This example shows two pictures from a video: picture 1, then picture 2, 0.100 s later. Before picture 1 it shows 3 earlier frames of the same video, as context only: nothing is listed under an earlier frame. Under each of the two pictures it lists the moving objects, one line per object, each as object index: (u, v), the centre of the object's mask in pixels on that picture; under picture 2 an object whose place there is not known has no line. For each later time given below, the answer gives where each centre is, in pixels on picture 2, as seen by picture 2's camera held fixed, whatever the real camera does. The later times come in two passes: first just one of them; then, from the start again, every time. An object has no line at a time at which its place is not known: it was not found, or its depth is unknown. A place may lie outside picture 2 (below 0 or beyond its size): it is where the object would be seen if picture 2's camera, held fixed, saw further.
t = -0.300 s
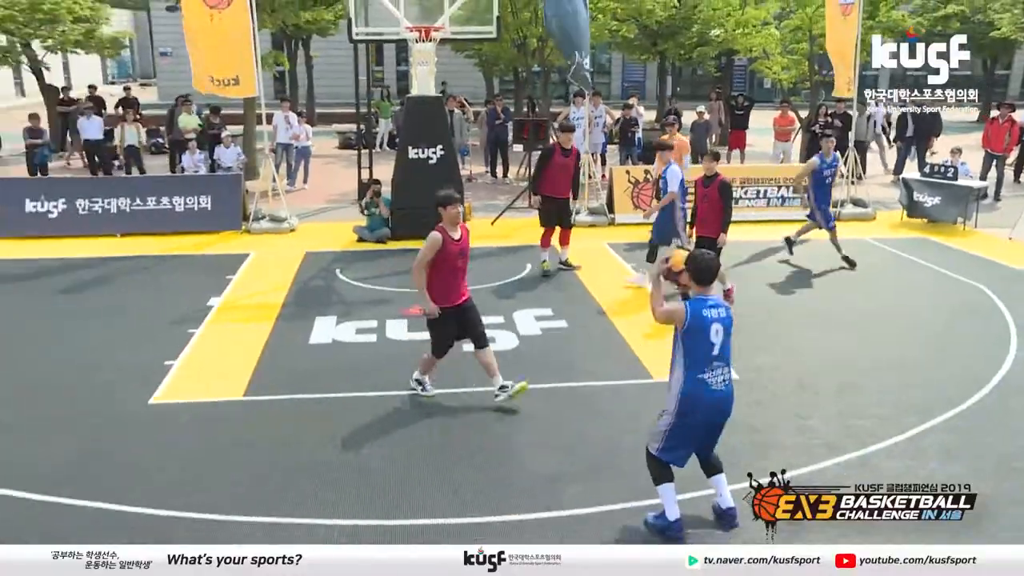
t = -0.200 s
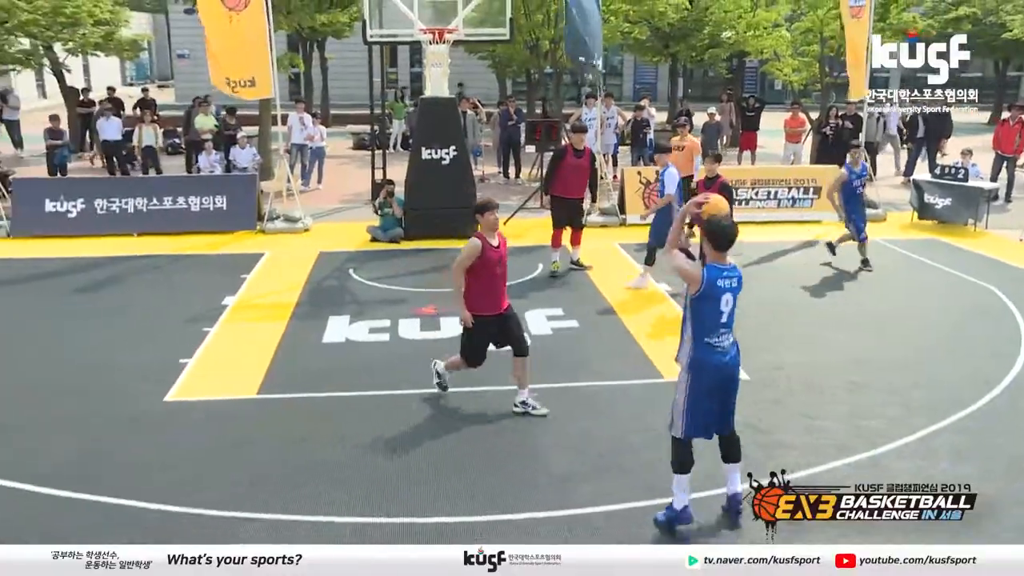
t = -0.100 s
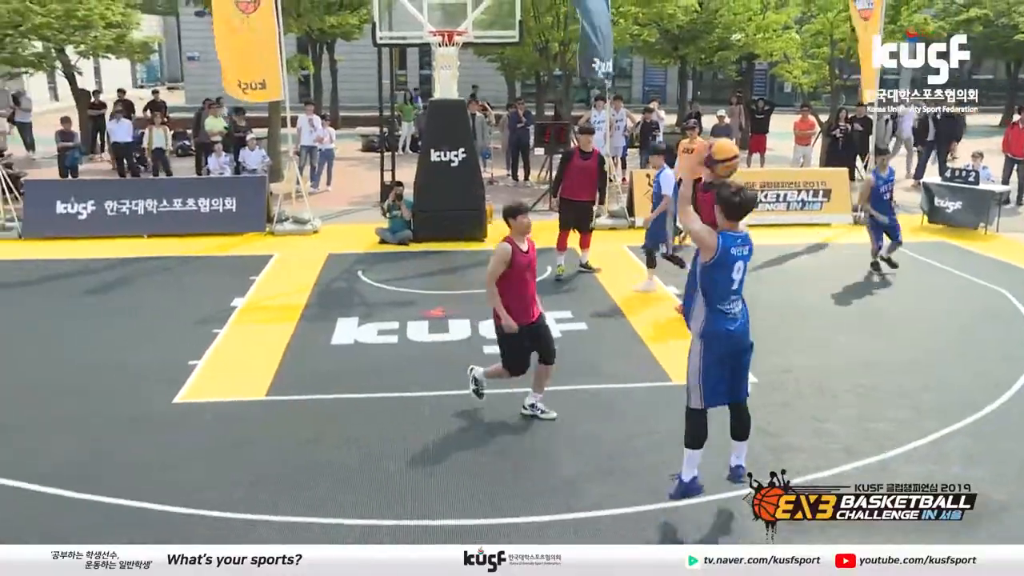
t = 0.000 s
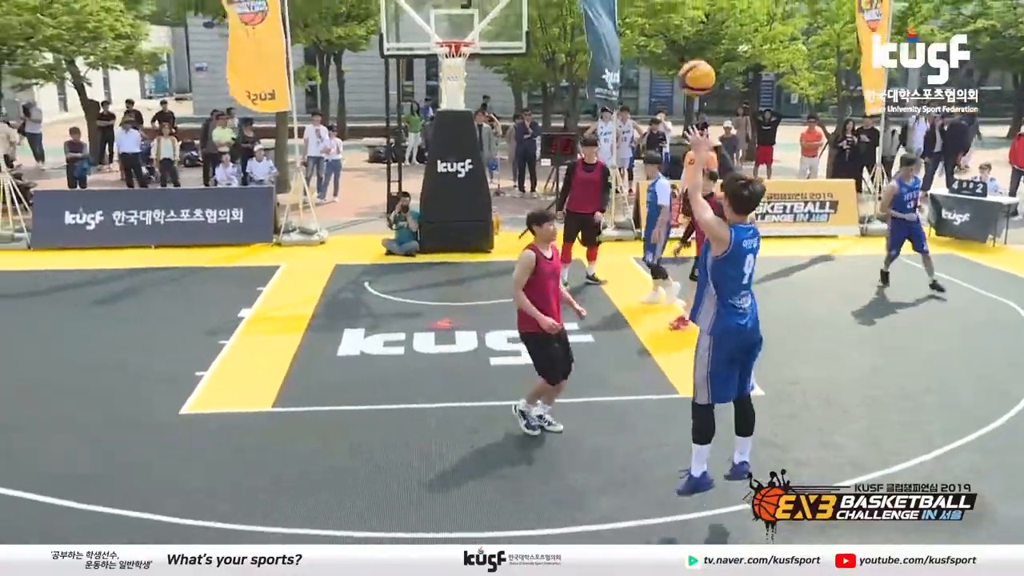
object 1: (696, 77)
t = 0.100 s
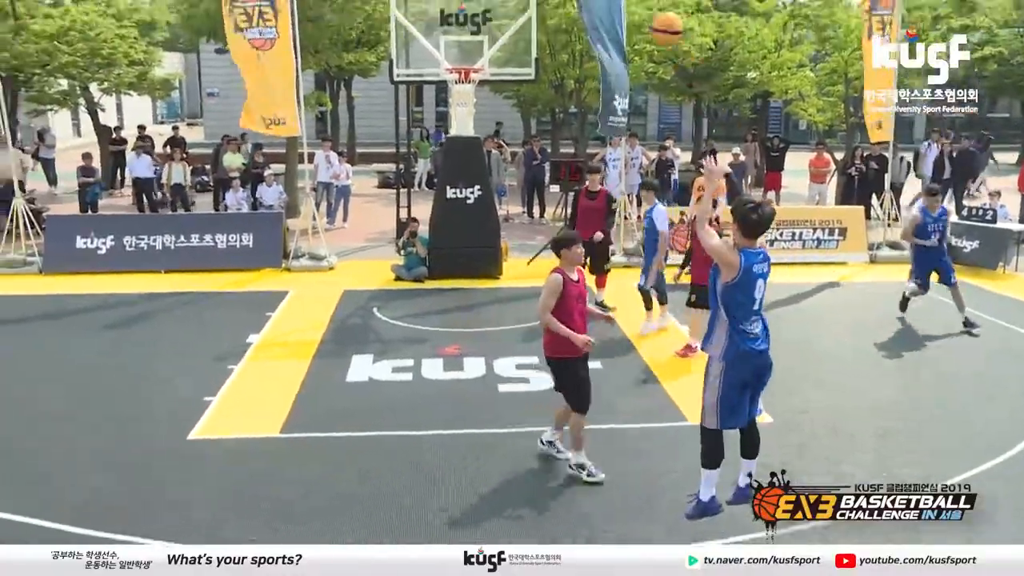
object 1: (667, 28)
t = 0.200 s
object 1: (632, -25)
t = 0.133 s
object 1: (654, 7)
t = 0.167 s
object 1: (643, -10)
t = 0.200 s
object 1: (632, -25)
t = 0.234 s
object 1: (622, -37)
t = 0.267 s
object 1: (610, -50)
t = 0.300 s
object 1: (602, -60)
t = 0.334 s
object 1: (590, -64)
